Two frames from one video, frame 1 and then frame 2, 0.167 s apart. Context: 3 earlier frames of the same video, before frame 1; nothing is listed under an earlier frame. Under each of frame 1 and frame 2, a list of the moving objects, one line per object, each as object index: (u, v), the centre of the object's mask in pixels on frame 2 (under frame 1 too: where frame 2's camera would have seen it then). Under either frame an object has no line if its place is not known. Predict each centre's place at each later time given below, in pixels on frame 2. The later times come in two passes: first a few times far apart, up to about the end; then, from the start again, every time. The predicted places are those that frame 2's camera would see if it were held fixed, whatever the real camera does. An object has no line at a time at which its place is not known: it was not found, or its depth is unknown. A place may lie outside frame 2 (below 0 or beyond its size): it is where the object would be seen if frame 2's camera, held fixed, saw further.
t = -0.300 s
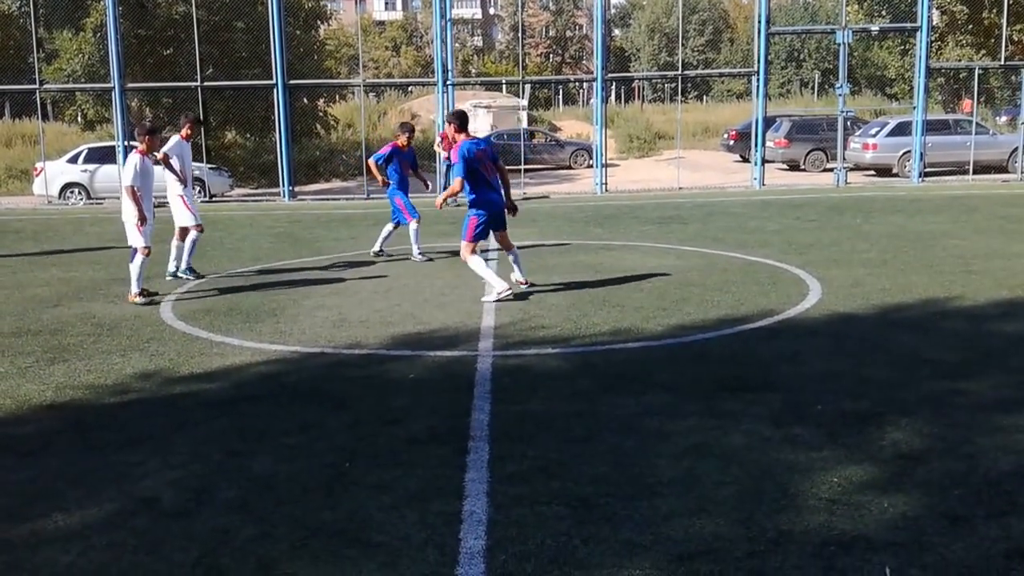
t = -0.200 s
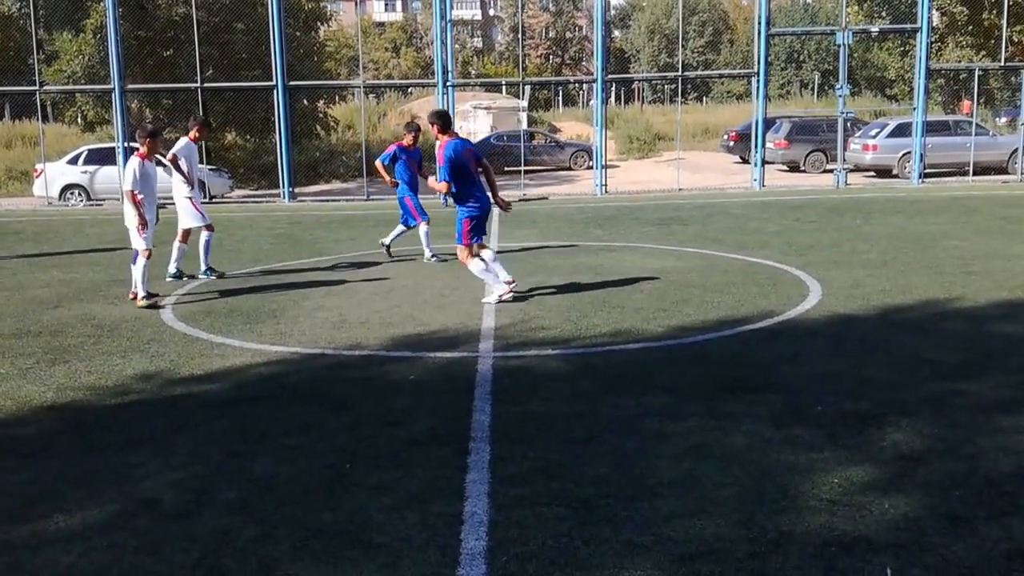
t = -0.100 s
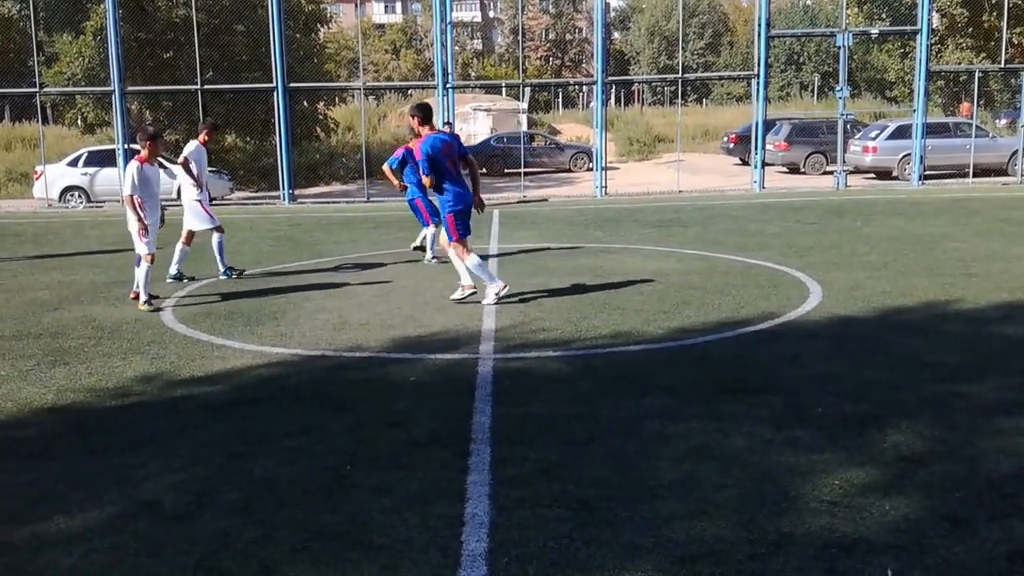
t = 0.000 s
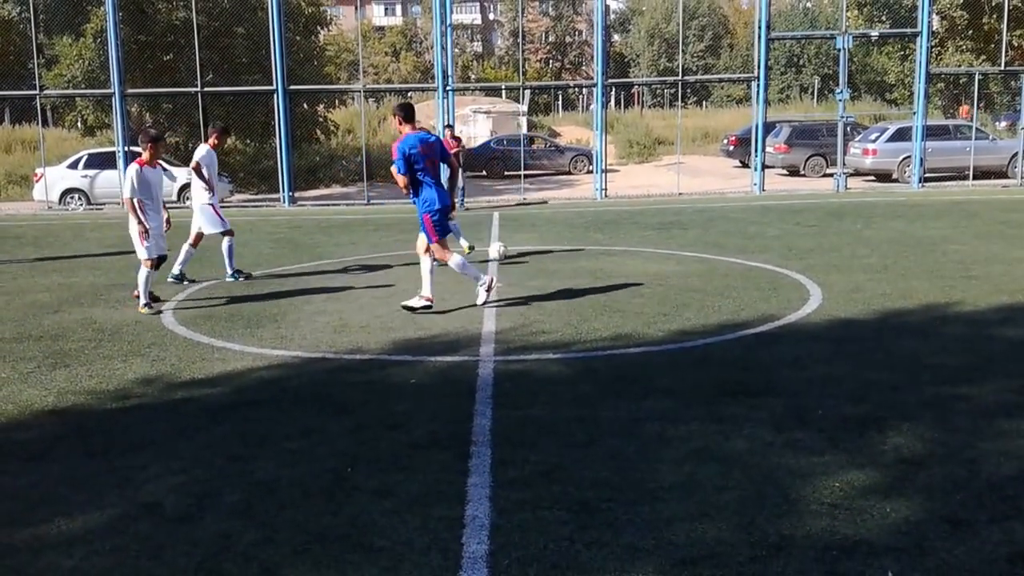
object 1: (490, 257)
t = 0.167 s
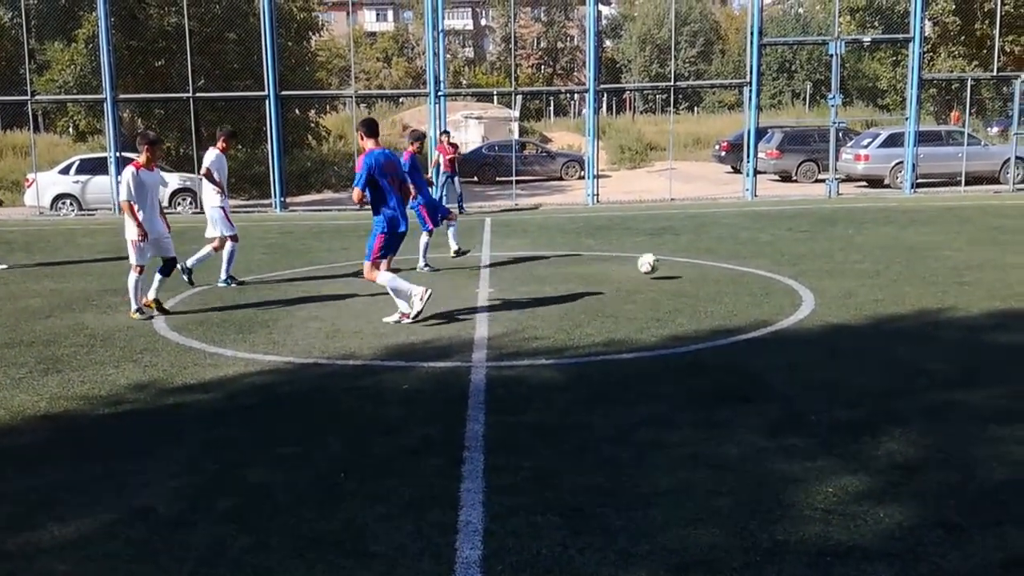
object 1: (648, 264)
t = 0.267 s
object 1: (748, 269)
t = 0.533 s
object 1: (1014, 281)
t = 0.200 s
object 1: (682, 268)
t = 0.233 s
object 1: (717, 272)
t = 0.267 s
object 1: (748, 269)
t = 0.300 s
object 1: (779, 266)
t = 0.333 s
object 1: (810, 265)
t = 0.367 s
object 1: (843, 264)
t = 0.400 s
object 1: (876, 265)
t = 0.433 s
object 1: (909, 267)
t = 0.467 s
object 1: (944, 271)
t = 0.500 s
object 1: (979, 276)
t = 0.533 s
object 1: (1014, 281)
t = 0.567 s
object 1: (1043, 280)
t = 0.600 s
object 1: (1071, 277)
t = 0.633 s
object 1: (1099, 274)
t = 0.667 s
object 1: (1130, 274)
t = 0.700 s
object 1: (1161, 275)
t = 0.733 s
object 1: (1192, 277)
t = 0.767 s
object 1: (1225, 281)
